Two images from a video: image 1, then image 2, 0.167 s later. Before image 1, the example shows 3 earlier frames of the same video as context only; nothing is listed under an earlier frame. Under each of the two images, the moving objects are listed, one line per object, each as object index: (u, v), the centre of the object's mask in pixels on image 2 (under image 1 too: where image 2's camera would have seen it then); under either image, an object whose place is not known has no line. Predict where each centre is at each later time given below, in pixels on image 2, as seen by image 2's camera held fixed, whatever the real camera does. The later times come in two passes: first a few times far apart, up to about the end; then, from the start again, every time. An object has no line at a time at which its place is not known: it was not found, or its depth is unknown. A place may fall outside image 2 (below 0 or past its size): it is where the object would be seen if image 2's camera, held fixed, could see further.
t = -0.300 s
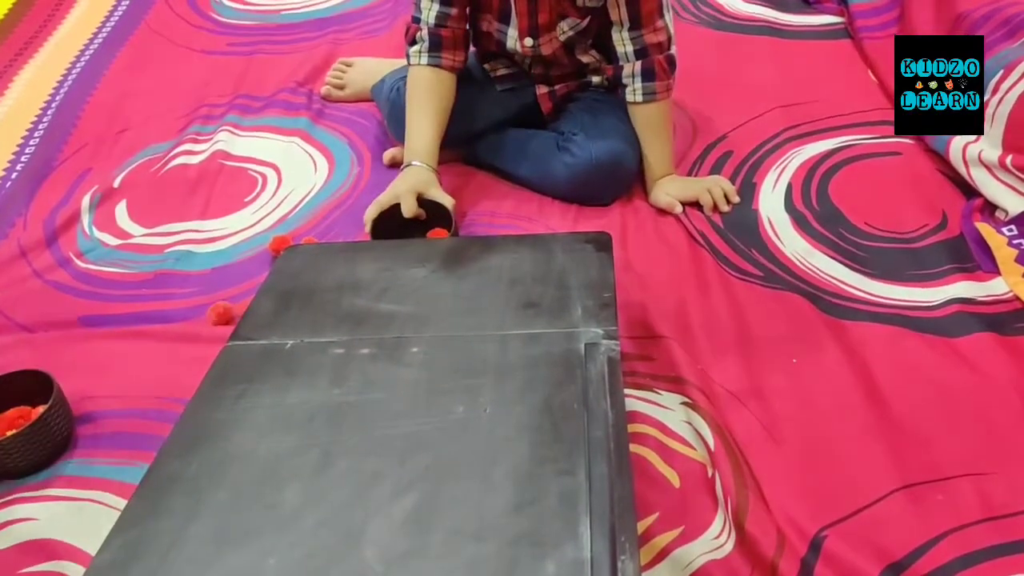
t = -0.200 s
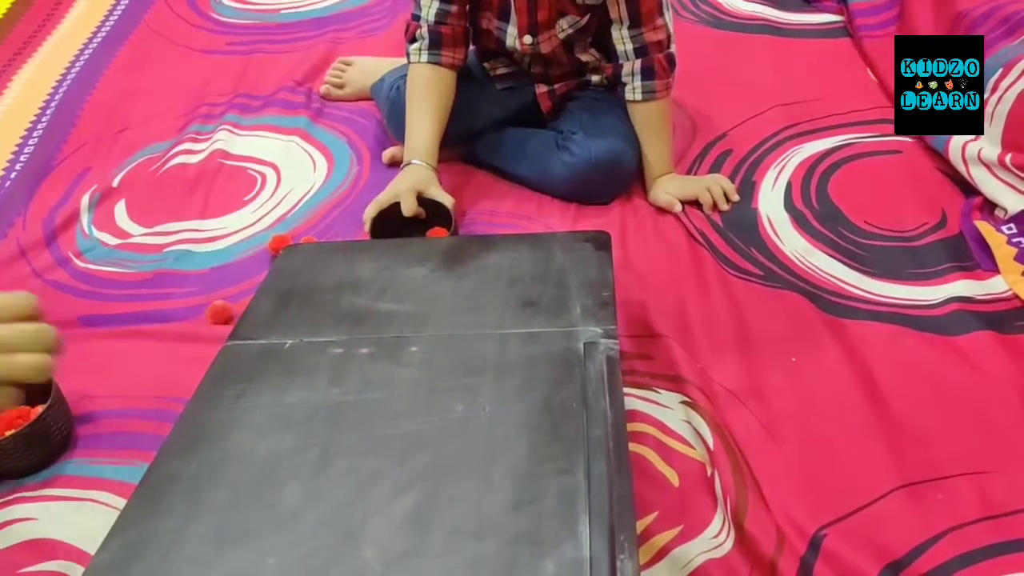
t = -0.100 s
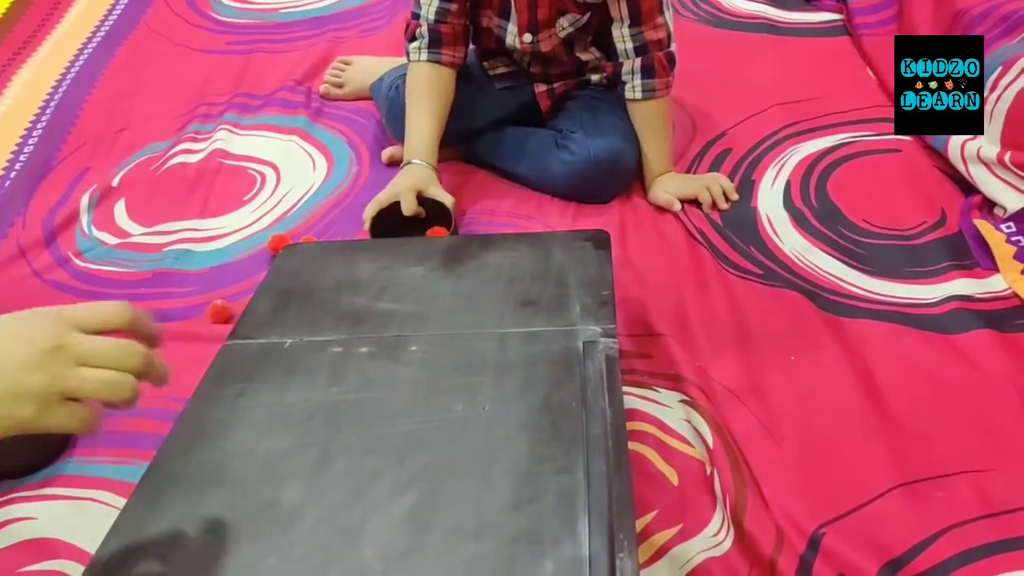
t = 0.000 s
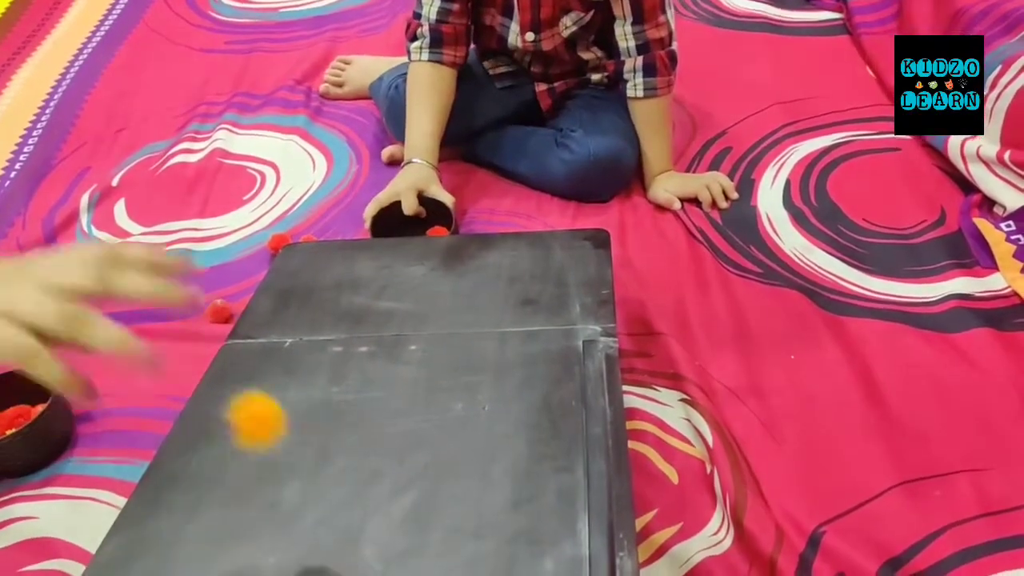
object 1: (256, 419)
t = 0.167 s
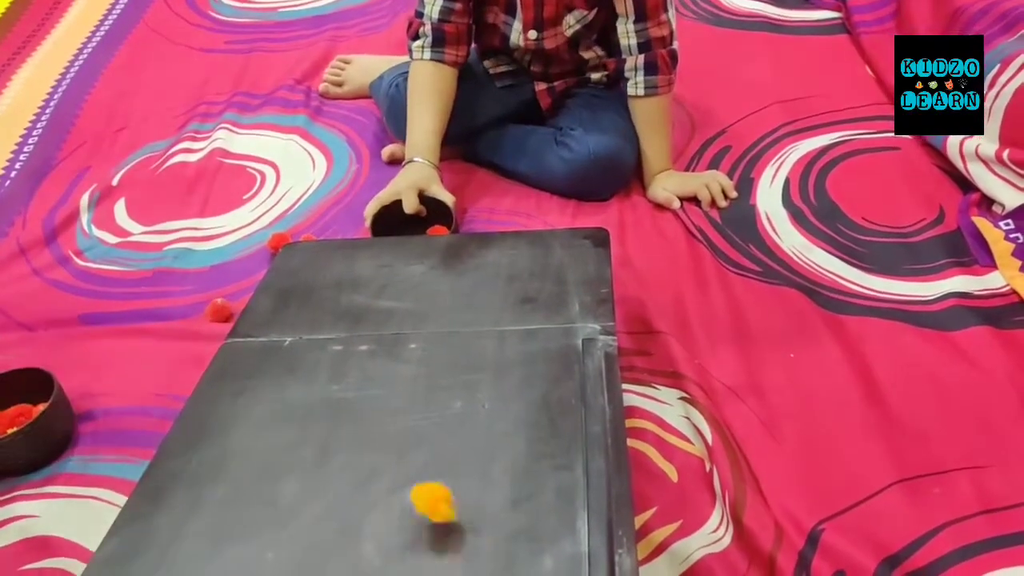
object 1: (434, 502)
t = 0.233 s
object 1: (475, 489)
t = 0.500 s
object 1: (525, 413)
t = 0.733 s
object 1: (502, 361)
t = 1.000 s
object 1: (473, 311)
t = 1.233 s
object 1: (418, 275)
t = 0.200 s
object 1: (454, 498)
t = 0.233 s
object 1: (475, 489)
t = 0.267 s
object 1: (493, 477)
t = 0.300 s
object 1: (509, 465)
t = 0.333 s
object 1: (521, 457)
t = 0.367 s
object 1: (529, 452)
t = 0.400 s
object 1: (531, 436)
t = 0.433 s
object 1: (530, 426)
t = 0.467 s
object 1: (528, 420)
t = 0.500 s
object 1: (525, 413)
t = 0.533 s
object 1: (524, 401)
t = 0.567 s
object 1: (521, 390)
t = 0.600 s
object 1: (519, 384)
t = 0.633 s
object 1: (516, 383)
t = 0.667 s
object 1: (511, 374)
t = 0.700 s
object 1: (505, 366)
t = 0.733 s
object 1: (502, 361)
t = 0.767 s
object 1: (500, 357)
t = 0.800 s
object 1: (498, 353)
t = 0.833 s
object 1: (496, 343)
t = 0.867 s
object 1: (492, 335)
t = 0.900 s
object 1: (489, 330)
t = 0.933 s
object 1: (487, 328)
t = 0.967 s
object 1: (480, 317)
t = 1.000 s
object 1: (473, 311)
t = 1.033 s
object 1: (465, 310)
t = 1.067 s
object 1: (457, 301)
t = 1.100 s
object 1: (449, 293)
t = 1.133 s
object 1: (443, 289)
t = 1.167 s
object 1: (437, 284)
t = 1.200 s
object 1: (426, 276)
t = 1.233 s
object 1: (418, 275)
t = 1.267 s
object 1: (409, 270)
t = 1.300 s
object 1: (400, 262)
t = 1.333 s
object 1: (393, 258)
